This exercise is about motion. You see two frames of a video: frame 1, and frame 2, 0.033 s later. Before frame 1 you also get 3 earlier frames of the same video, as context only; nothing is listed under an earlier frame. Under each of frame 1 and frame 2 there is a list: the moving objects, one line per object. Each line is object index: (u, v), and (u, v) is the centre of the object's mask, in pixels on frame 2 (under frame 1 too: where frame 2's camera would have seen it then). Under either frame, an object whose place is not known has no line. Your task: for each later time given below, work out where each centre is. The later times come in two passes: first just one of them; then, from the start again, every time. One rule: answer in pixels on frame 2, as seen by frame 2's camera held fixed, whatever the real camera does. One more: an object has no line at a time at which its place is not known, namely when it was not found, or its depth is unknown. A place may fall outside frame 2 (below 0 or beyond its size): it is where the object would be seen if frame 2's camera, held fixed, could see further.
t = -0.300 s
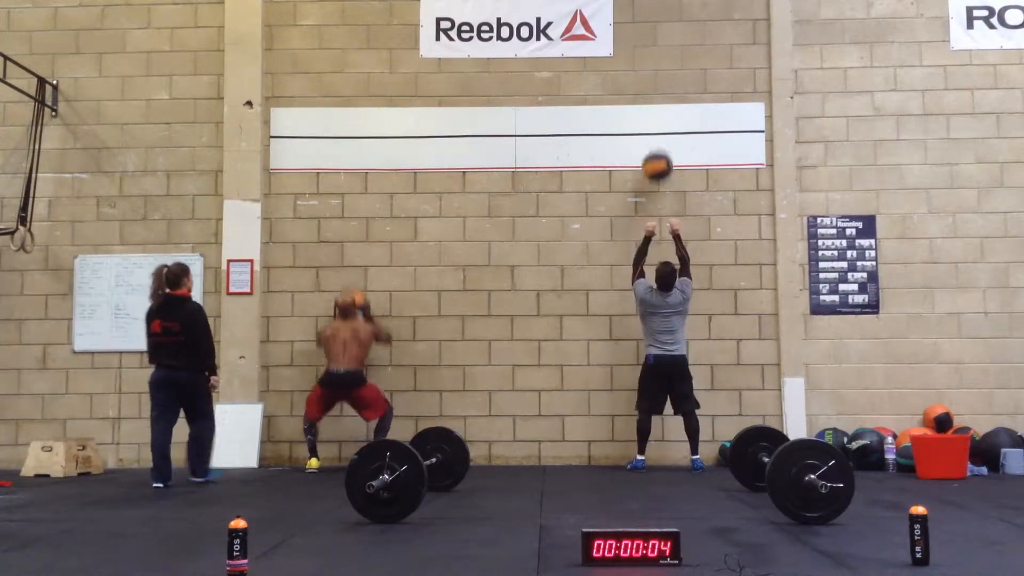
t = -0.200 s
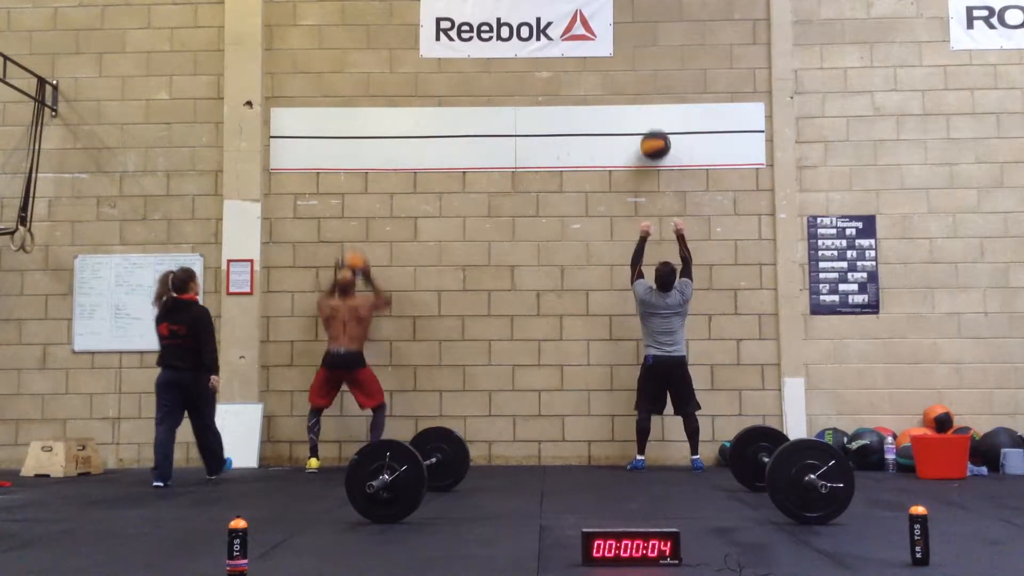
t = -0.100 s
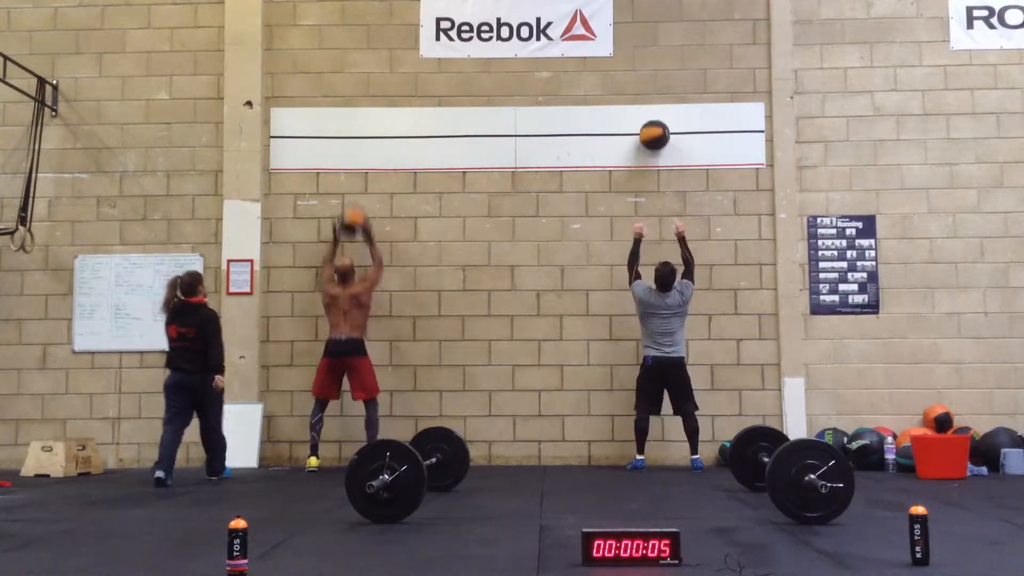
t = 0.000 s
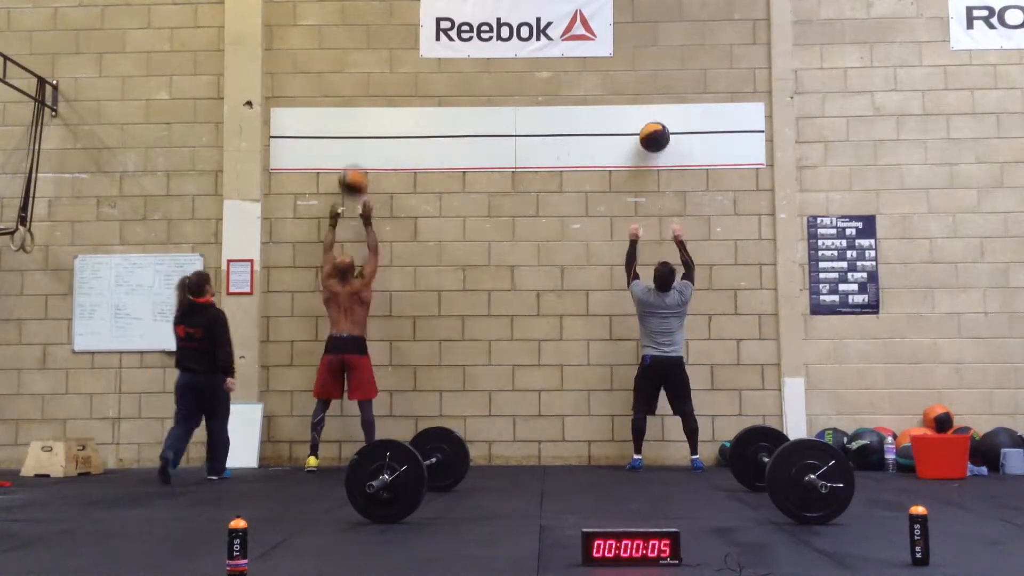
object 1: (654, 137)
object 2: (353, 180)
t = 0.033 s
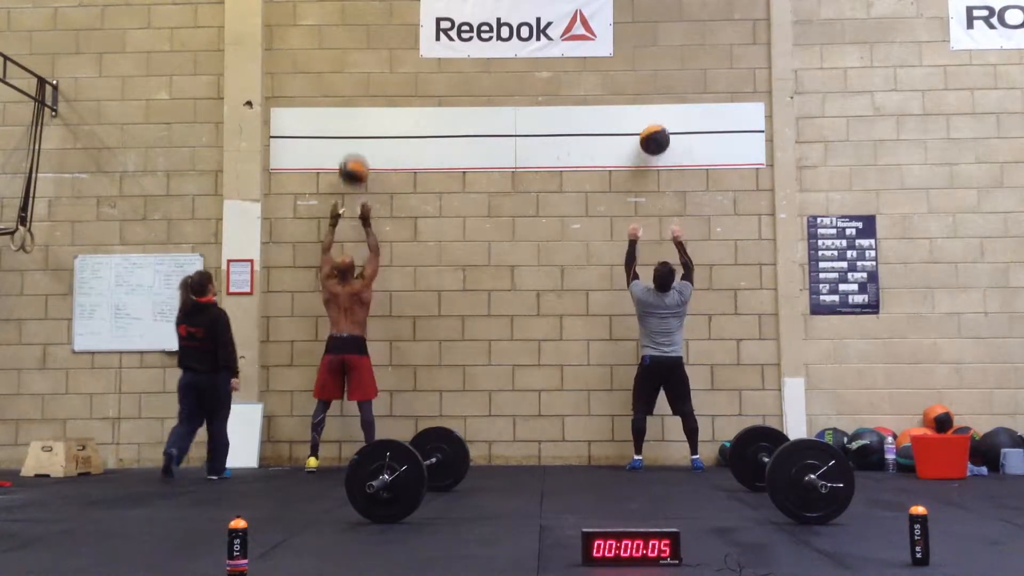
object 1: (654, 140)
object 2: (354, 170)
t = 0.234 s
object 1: (654, 184)
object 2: (354, 133)
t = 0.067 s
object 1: (654, 144)
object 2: (354, 160)
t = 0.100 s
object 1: (654, 149)
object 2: (354, 151)
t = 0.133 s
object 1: (654, 156)
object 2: (355, 144)
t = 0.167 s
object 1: (655, 163)
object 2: (355, 139)
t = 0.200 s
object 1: (655, 172)
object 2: (354, 135)
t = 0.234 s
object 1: (654, 184)
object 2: (354, 133)
